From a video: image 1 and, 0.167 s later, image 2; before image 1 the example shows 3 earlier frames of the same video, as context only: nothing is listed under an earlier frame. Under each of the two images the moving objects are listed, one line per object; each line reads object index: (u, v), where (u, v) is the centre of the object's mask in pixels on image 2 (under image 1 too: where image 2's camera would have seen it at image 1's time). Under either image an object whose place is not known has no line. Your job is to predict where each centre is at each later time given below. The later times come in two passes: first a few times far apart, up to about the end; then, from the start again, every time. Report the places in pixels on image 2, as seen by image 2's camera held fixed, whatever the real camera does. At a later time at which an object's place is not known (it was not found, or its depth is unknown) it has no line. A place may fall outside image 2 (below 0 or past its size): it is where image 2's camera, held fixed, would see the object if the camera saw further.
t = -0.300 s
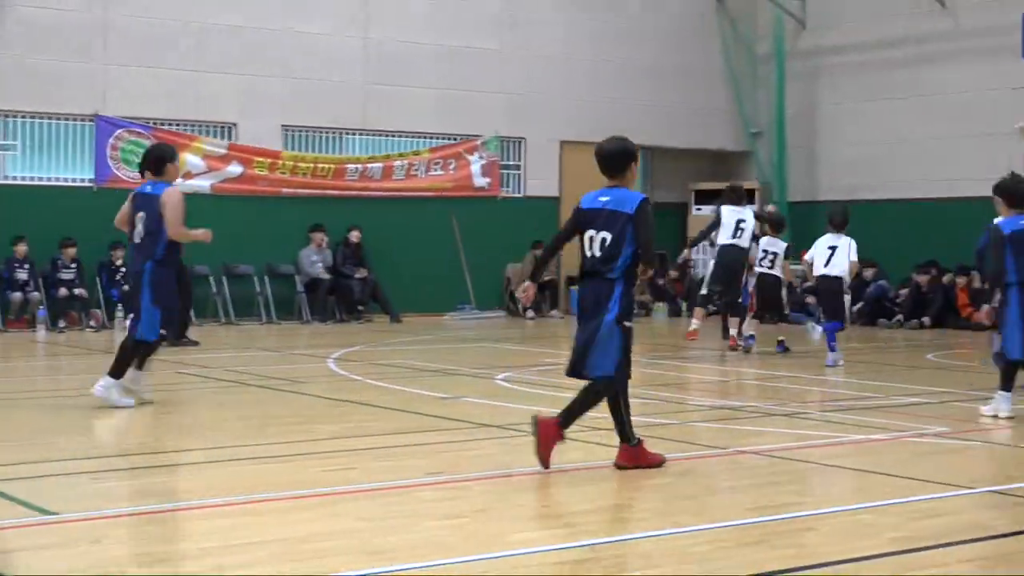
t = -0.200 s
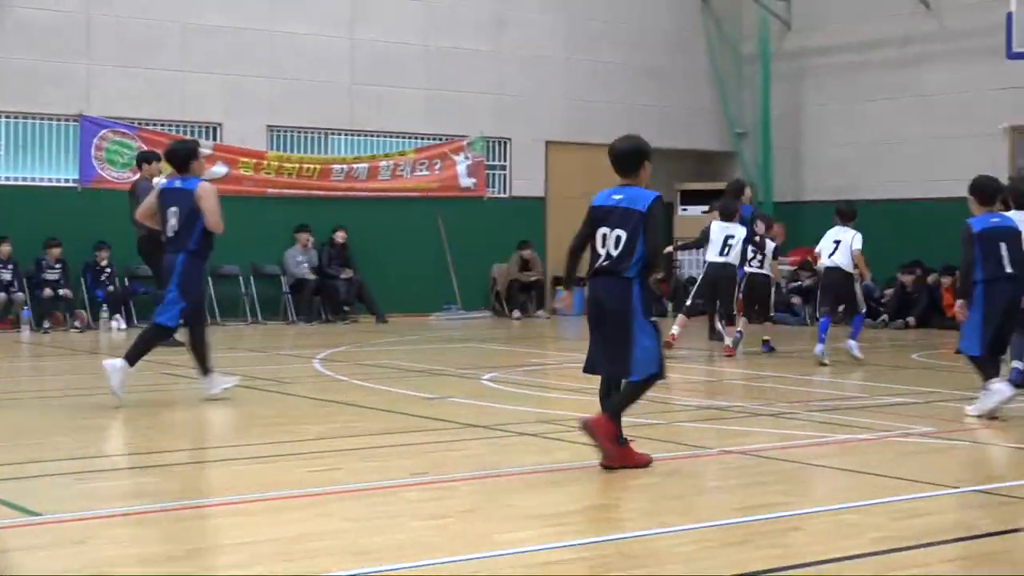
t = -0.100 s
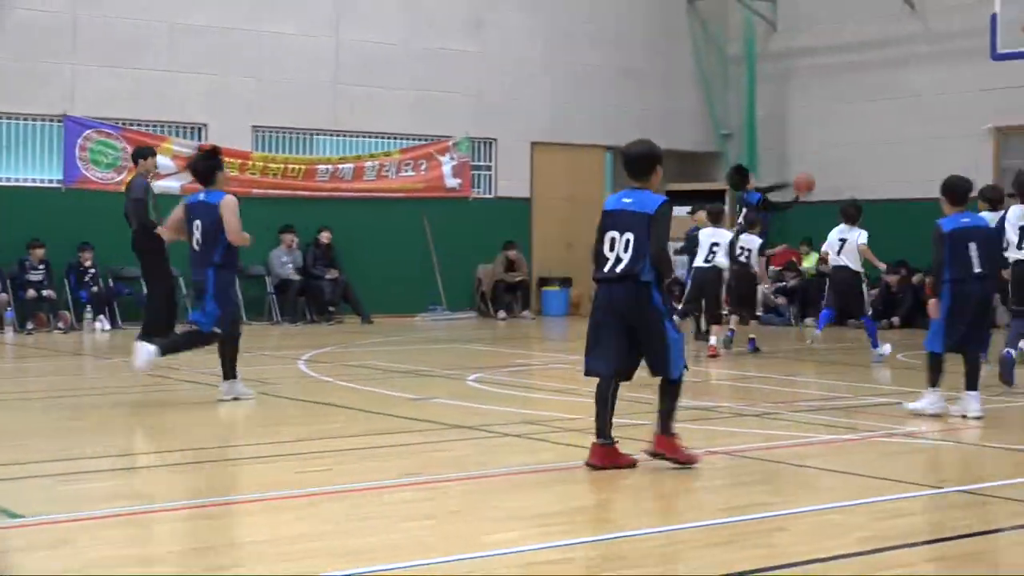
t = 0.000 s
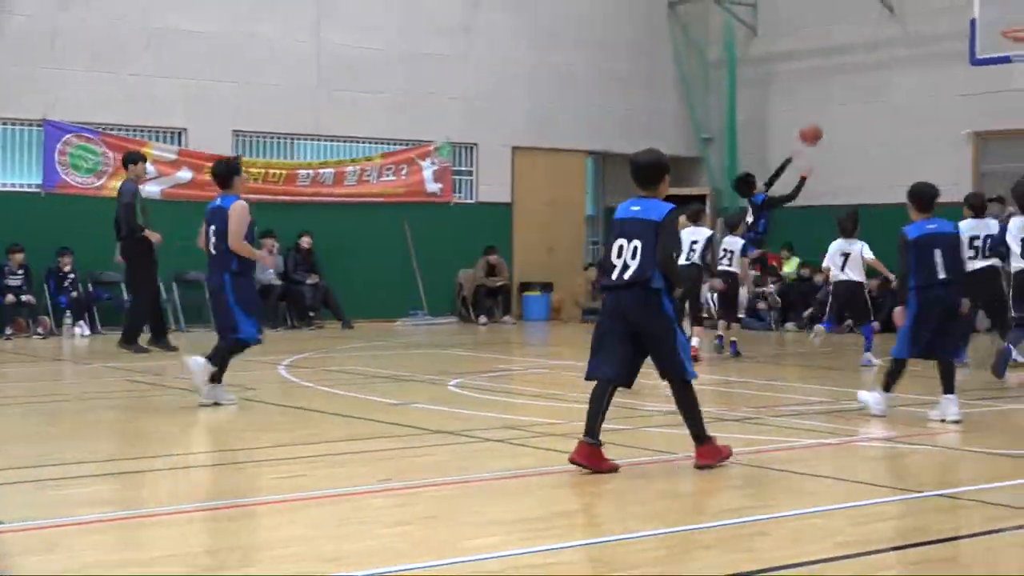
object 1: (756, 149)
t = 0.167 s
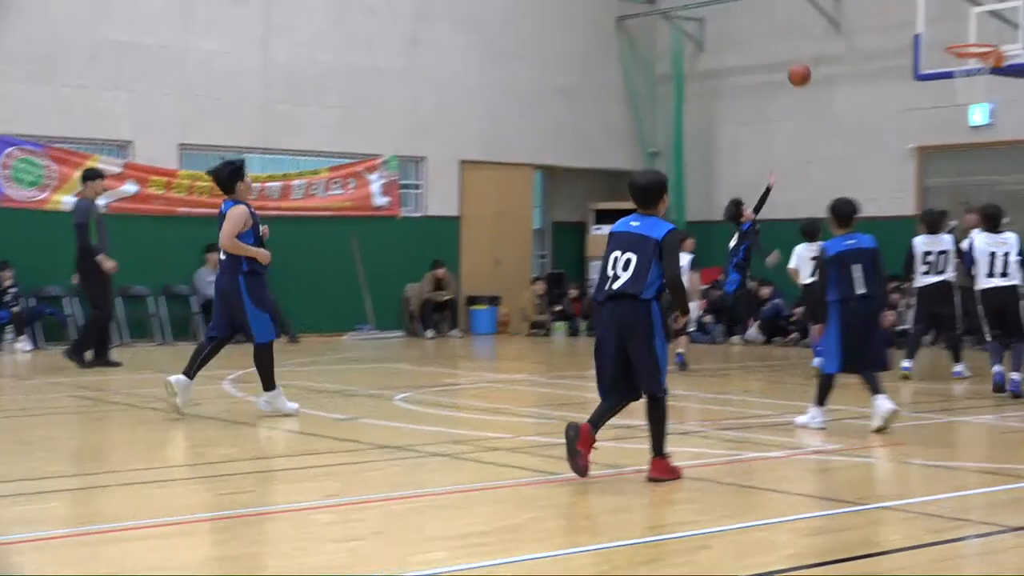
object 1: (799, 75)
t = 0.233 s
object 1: (816, 52)
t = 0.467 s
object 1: (875, 7)
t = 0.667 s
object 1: (927, 11)
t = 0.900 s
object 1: (992, 65)
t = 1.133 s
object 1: (1008, 94)
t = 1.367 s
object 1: (1019, 177)
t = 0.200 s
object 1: (807, 63)
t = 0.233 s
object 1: (816, 52)
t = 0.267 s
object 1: (824, 43)
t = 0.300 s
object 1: (833, 34)
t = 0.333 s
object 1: (841, 27)
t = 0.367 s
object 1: (849, 20)
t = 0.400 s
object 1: (858, 15)
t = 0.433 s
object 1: (867, 10)
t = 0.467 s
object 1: (875, 7)
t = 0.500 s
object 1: (884, 5)
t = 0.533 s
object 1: (893, 4)
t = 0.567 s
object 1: (902, 4)
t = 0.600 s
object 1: (910, 6)
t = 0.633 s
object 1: (919, 8)
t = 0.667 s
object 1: (927, 11)
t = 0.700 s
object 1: (937, 17)
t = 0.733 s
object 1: (945, 23)
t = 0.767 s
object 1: (955, 30)
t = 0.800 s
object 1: (963, 36)
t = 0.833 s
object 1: (972, 49)
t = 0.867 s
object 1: (981, 61)
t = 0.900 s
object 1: (992, 65)
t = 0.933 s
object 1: (995, 71)
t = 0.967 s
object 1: (998, 73)
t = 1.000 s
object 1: (1000, 74)
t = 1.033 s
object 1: (1002, 78)
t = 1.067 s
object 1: (1004, 82)
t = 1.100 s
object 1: (1006, 88)
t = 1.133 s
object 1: (1008, 94)
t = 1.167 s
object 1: (1009, 103)
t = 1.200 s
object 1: (1011, 112)
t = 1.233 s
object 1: (1013, 122)
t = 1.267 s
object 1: (1014, 134)
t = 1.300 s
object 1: (1016, 147)
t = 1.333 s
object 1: (1017, 161)
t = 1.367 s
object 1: (1019, 177)
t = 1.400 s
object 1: (1021, 192)
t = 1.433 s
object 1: (1023, 210)
